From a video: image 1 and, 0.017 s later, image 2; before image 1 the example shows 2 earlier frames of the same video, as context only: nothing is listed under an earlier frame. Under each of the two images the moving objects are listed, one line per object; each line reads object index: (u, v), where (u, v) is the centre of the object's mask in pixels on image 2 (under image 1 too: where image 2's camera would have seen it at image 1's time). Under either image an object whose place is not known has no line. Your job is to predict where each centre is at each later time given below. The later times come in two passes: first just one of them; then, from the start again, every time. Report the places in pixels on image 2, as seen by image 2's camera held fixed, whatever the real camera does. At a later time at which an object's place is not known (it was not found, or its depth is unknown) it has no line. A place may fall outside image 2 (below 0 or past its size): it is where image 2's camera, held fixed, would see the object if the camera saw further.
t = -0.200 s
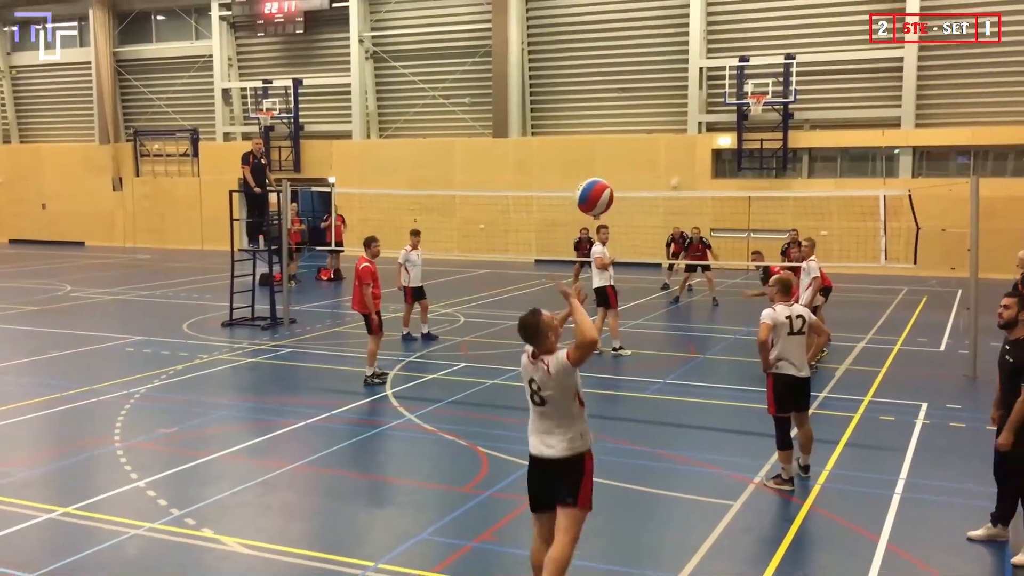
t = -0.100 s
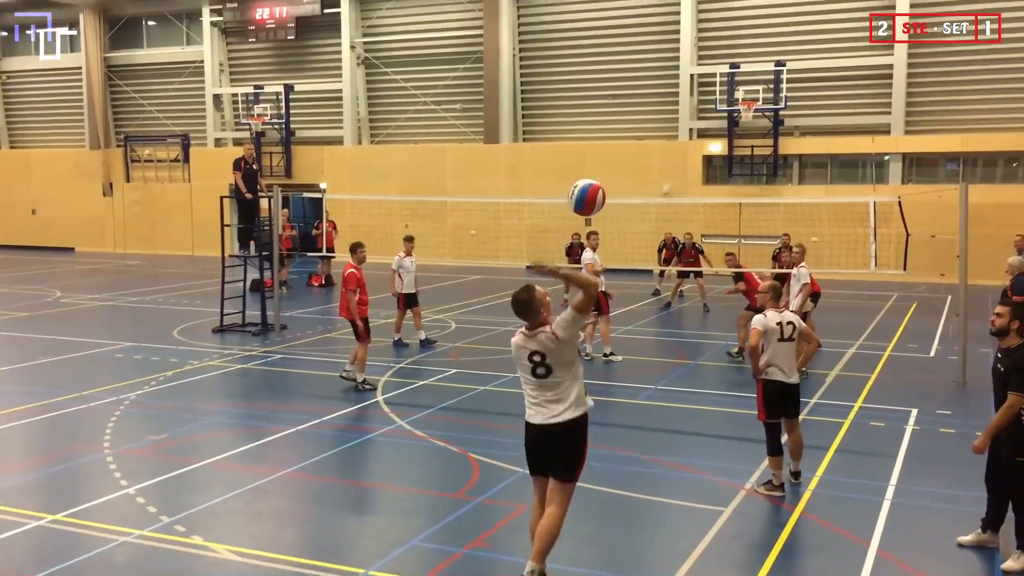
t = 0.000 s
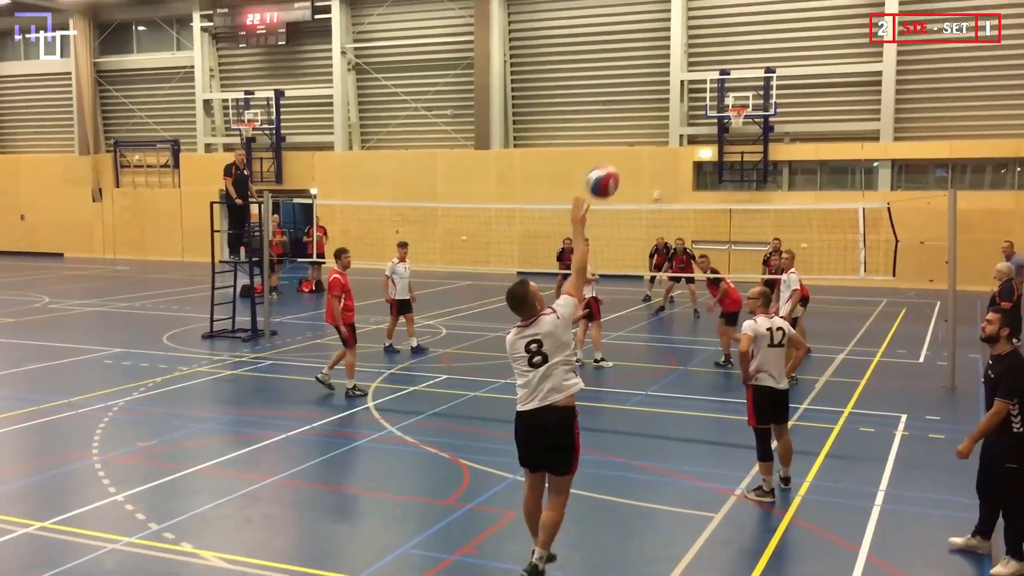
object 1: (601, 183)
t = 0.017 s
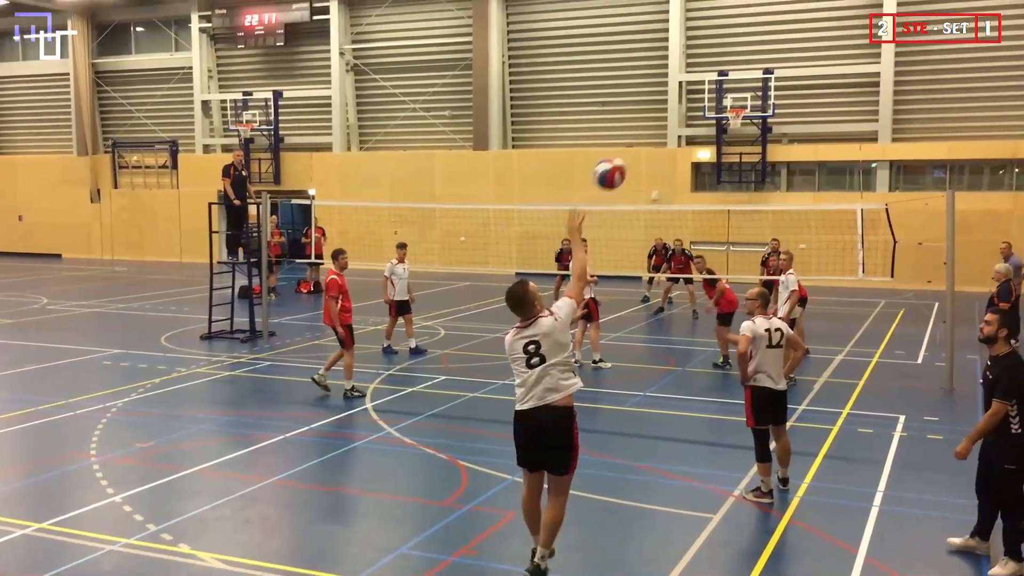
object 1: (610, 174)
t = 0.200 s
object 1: (669, 121)
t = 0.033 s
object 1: (618, 166)
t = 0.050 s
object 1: (625, 158)
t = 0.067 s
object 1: (633, 151)
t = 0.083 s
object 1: (639, 145)
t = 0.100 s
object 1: (644, 140)
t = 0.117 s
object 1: (649, 135)
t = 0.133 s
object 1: (654, 131)
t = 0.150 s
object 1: (658, 128)
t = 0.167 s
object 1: (662, 125)
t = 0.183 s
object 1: (665, 123)
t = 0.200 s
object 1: (669, 121)
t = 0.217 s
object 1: (672, 120)
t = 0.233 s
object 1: (674, 119)
